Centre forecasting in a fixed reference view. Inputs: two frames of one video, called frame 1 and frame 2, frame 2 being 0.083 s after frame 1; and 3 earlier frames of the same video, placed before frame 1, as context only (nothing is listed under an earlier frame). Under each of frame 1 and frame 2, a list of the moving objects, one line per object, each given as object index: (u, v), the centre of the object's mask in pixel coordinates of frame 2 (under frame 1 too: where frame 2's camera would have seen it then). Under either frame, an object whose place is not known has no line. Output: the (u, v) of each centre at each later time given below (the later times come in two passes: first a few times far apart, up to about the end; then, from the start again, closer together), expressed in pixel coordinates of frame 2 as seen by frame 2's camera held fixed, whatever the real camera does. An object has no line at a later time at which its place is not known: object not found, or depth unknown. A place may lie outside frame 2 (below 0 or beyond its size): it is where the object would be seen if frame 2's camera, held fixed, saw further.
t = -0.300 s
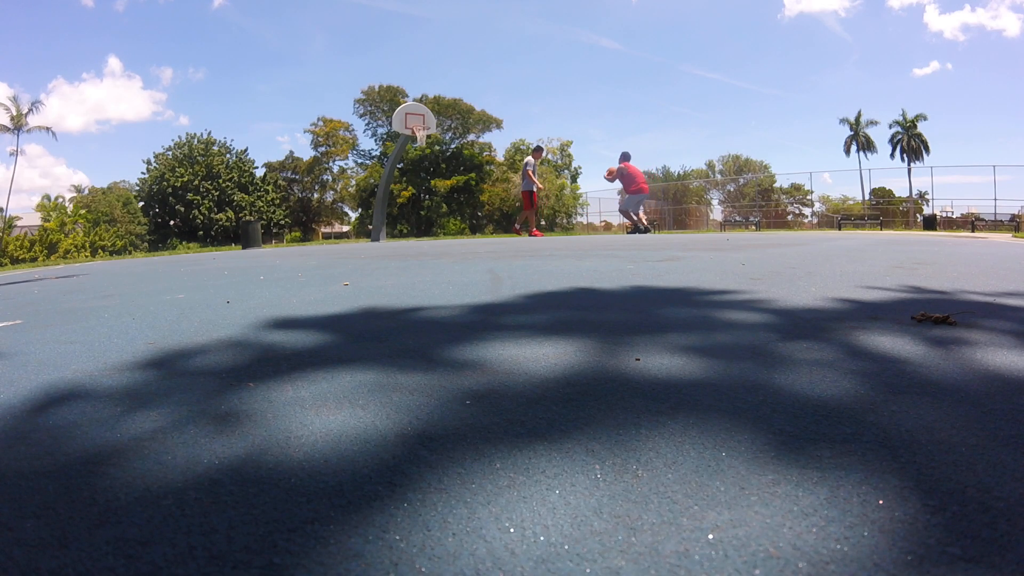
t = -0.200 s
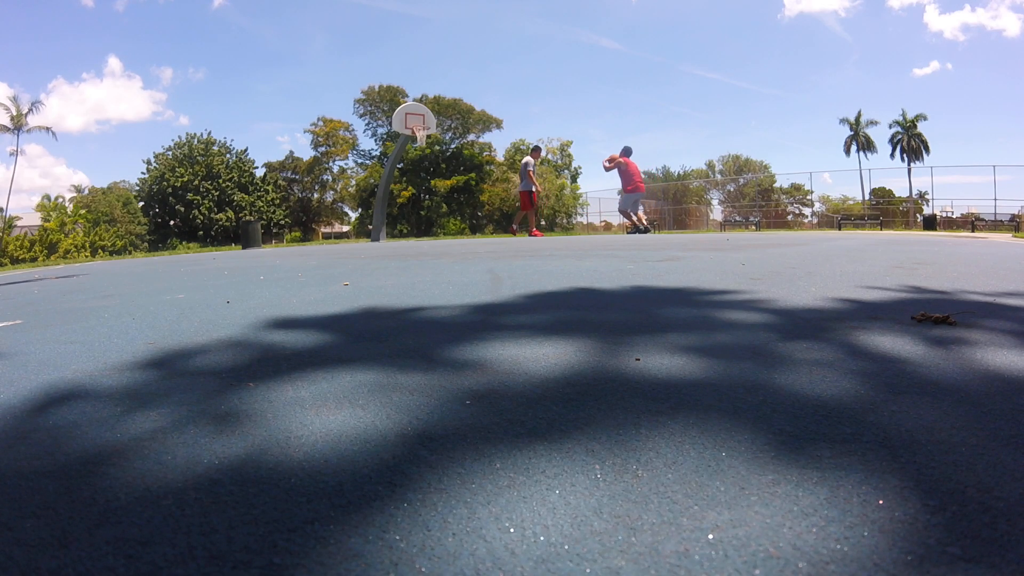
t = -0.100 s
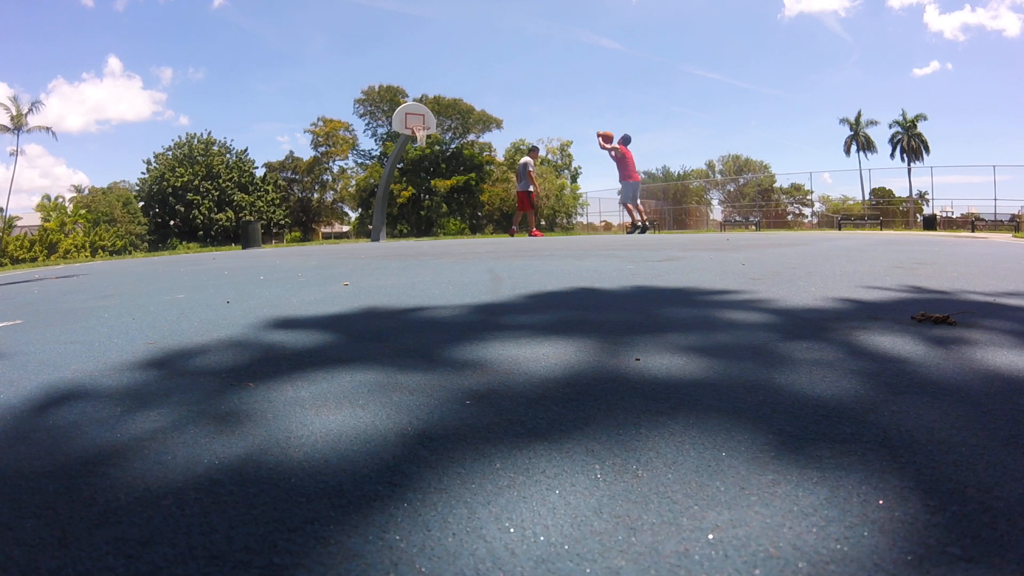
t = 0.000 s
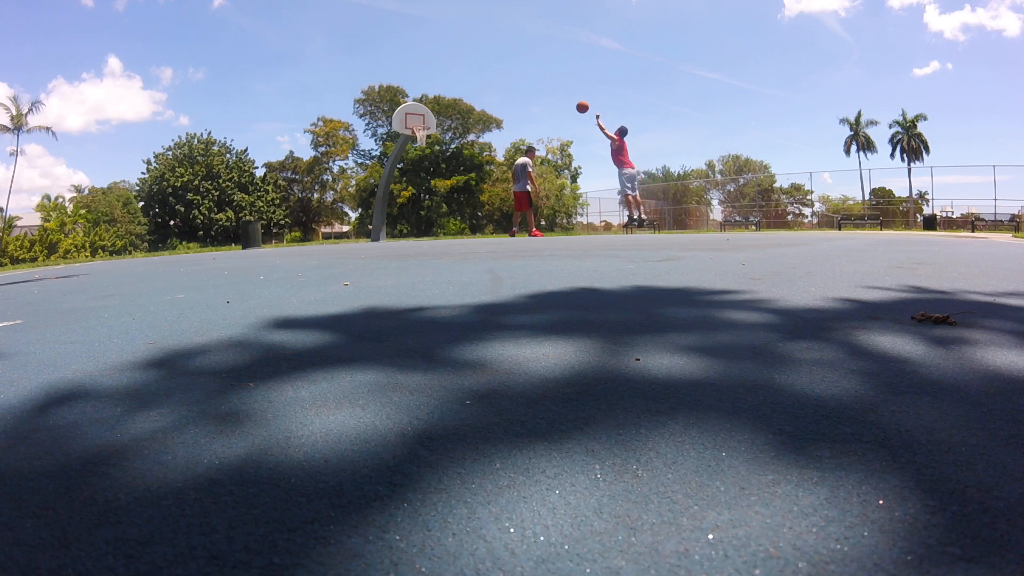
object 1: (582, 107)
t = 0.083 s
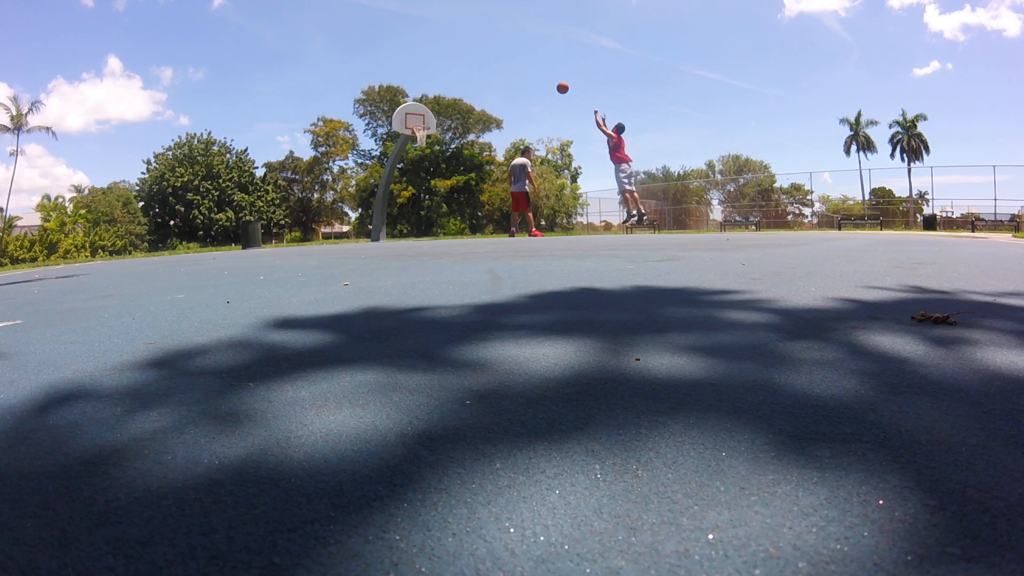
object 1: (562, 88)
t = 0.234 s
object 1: (531, 66)
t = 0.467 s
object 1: (491, 55)
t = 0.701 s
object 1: (458, 66)
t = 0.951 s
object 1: (430, 99)
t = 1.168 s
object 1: (420, 110)
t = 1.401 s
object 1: (434, 79)
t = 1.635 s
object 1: (448, 67)
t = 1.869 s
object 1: (463, 73)
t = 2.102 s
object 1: (479, 100)
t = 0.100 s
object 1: (559, 85)
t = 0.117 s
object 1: (555, 81)
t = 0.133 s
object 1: (551, 79)
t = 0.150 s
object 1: (548, 76)
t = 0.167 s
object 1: (544, 74)
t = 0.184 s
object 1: (541, 71)
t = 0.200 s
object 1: (538, 69)
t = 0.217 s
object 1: (534, 67)
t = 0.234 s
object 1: (531, 66)
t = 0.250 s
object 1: (528, 64)
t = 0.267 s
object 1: (525, 62)
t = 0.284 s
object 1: (522, 61)
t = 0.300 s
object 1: (519, 60)
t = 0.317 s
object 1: (516, 59)
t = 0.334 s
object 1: (513, 58)
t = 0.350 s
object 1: (510, 57)
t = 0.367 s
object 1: (507, 56)
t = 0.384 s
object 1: (504, 56)
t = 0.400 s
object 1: (501, 55)
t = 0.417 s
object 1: (499, 55)
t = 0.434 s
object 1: (496, 55)
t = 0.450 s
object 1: (493, 55)
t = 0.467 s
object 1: (491, 55)
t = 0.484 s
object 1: (488, 55)
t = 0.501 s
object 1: (486, 55)
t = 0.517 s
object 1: (483, 56)
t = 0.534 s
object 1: (481, 56)
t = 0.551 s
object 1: (479, 57)
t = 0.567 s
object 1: (476, 57)
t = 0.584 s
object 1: (474, 58)
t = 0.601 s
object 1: (471, 59)
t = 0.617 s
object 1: (469, 60)
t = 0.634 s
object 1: (467, 61)
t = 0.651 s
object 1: (465, 62)
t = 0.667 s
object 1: (463, 64)
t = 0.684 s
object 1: (460, 65)
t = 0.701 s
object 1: (458, 66)
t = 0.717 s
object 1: (456, 68)
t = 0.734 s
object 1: (454, 70)
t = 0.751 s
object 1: (452, 72)
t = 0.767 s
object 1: (450, 73)
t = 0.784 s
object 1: (448, 75)
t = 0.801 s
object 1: (446, 77)
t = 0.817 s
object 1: (444, 79)
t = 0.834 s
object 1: (442, 82)
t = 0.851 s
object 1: (441, 84)
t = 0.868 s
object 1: (439, 86)
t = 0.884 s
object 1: (437, 89)
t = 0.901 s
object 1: (435, 91)
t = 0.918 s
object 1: (433, 94)
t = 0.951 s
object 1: (430, 99)
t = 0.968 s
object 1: (428, 101)
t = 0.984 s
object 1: (426, 104)
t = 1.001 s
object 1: (425, 107)
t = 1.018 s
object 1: (423, 111)
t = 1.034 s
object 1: (422, 114)
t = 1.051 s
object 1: (420, 117)
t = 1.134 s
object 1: (419, 116)
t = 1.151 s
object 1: (419, 113)
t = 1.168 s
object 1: (420, 110)
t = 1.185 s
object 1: (421, 107)
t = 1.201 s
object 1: (422, 104)
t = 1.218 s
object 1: (423, 102)
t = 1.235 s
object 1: (424, 99)
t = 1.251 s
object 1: (425, 97)
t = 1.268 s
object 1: (426, 95)
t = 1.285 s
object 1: (427, 93)
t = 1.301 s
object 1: (428, 90)
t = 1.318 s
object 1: (429, 88)
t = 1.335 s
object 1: (430, 86)
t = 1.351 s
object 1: (431, 84)
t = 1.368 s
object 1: (432, 83)
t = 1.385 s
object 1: (433, 81)
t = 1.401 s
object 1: (434, 79)
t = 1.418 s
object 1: (435, 78)
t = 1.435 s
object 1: (436, 77)
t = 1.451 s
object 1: (437, 75)
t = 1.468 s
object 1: (438, 74)
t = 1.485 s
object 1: (439, 73)
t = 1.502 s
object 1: (440, 72)
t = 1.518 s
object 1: (441, 71)
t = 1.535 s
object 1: (442, 70)
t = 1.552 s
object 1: (443, 69)
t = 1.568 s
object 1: (444, 69)
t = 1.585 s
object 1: (445, 68)
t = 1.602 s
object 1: (446, 67)
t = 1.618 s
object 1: (447, 67)
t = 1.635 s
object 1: (448, 67)
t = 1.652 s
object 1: (449, 67)
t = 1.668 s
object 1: (450, 66)
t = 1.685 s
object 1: (451, 66)
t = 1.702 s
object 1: (452, 67)
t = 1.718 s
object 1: (453, 67)
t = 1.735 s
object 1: (454, 67)
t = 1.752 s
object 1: (455, 67)
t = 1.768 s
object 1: (456, 68)
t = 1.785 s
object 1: (457, 68)
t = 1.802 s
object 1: (458, 69)
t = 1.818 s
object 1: (459, 70)
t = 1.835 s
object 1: (461, 71)
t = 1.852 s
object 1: (462, 72)
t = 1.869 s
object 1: (463, 73)
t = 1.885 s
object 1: (464, 74)
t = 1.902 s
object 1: (465, 76)
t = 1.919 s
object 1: (466, 77)
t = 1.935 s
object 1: (467, 79)
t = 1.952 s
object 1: (468, 80)
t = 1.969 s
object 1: (469, 82)
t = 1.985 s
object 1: (471, 84)
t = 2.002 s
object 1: (472, 86)
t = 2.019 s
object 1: (473, 88)
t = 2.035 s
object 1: (474, 90)
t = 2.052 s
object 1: (475, 92)
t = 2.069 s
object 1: (477, 95)
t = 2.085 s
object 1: (478, 97)
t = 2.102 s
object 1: (479, 100)
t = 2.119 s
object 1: (480, 103)
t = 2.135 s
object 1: (482, 106)
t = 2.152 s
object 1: (483, 109)
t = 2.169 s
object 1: (484, 112)
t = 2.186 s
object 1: (485, 115)
